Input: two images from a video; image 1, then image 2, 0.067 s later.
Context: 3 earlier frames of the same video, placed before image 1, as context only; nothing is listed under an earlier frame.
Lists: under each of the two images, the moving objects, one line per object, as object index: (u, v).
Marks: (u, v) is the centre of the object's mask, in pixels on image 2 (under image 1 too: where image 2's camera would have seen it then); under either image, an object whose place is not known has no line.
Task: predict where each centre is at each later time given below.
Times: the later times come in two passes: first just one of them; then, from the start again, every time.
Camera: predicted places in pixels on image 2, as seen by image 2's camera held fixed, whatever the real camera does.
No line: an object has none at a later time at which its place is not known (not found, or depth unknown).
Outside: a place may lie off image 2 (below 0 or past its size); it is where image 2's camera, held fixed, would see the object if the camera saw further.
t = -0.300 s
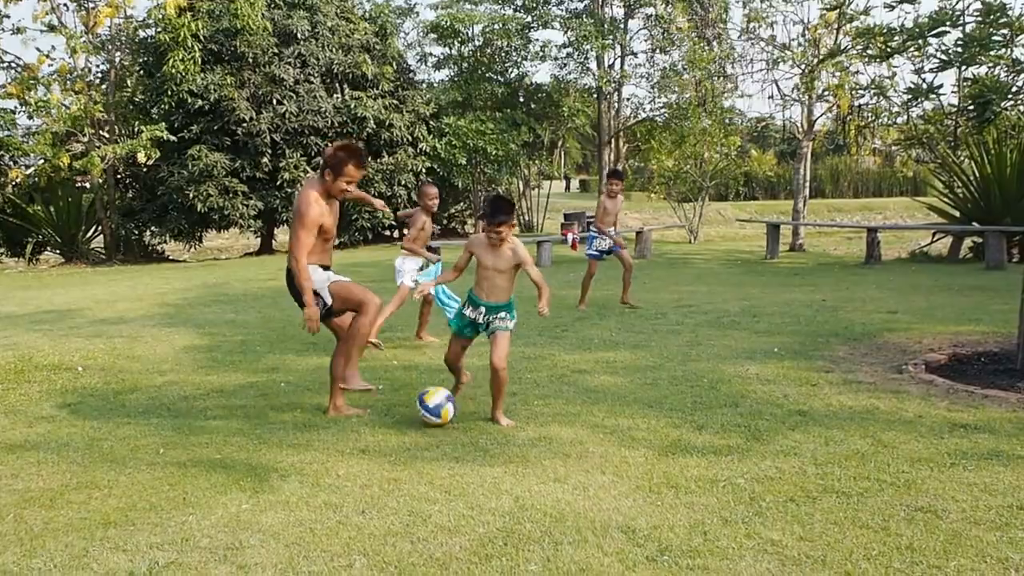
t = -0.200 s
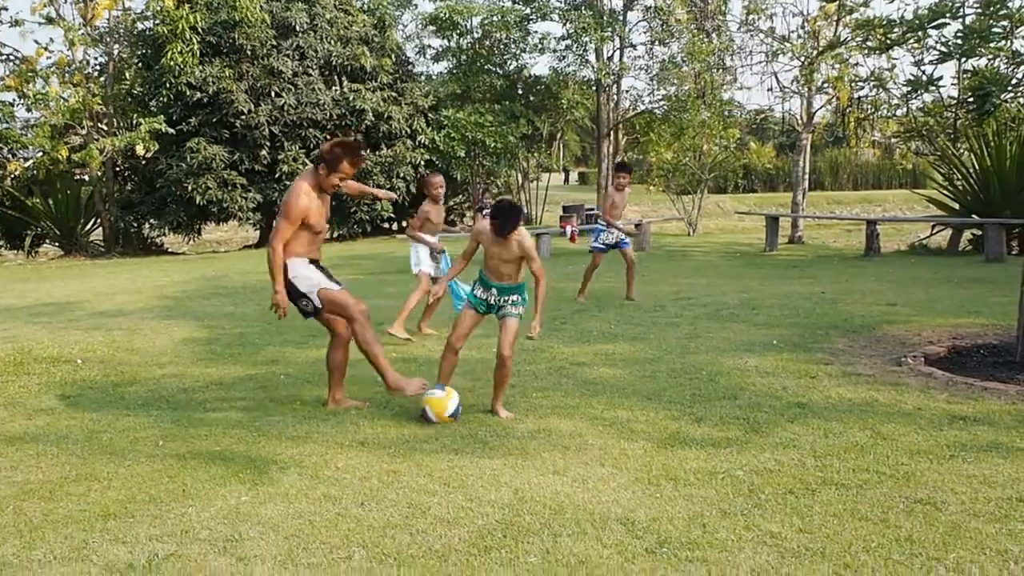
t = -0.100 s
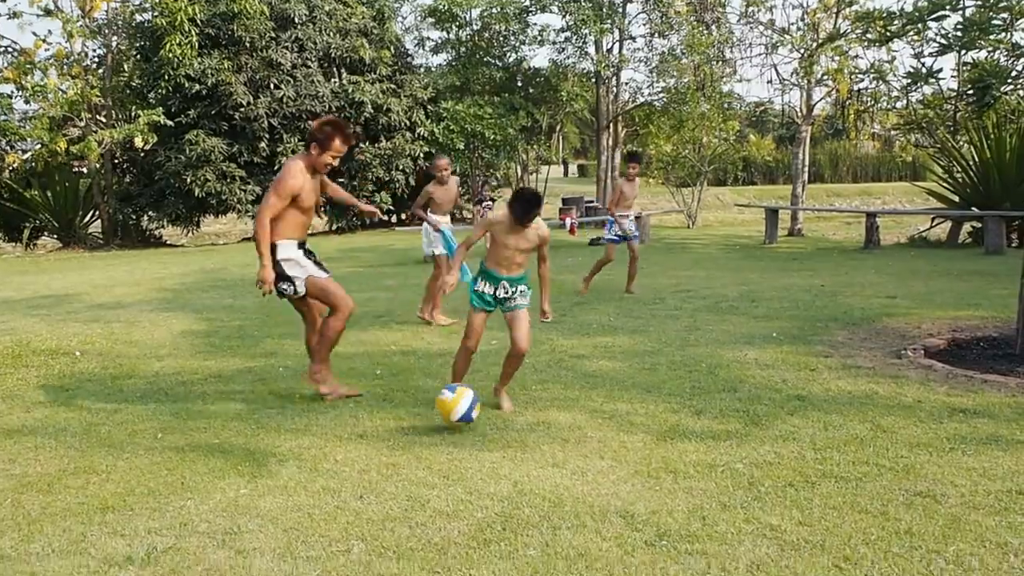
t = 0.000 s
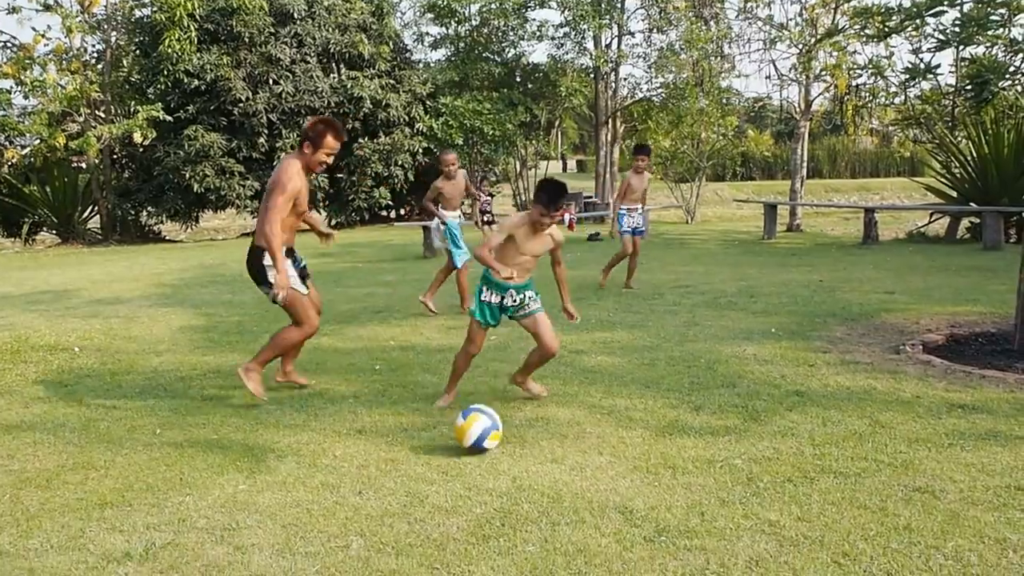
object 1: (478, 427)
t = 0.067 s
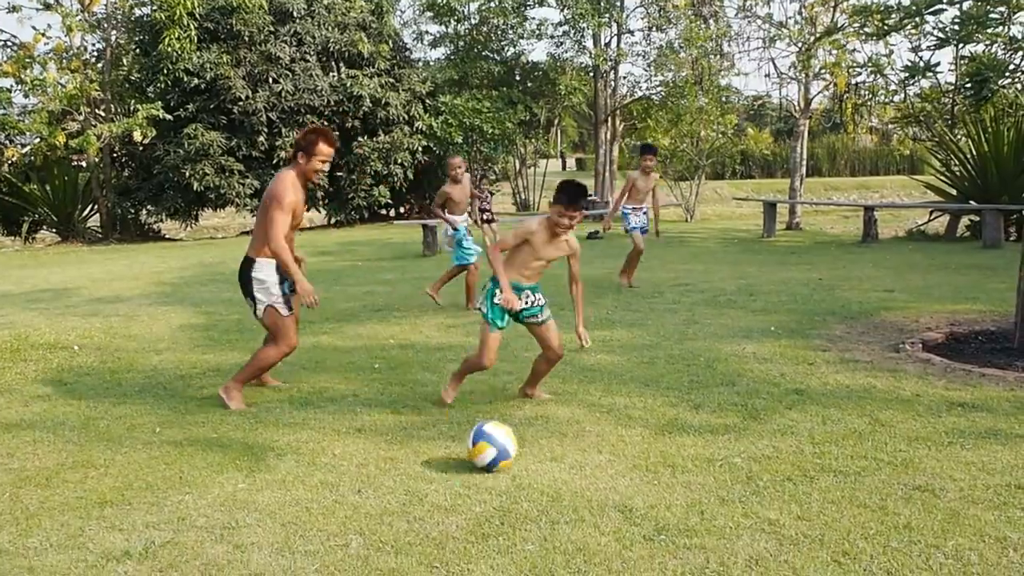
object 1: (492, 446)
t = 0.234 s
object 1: (526, 484)
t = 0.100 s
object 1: (499, 452)
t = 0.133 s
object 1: (505, 462)
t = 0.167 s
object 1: (513, 471)
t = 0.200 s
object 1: (519, 478)
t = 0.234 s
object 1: (526, 484)
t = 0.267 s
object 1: (532, 494)
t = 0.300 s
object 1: (539, 503)
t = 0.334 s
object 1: (545, 512)
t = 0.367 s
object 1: (551, 519)
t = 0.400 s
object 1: (558, 527)
